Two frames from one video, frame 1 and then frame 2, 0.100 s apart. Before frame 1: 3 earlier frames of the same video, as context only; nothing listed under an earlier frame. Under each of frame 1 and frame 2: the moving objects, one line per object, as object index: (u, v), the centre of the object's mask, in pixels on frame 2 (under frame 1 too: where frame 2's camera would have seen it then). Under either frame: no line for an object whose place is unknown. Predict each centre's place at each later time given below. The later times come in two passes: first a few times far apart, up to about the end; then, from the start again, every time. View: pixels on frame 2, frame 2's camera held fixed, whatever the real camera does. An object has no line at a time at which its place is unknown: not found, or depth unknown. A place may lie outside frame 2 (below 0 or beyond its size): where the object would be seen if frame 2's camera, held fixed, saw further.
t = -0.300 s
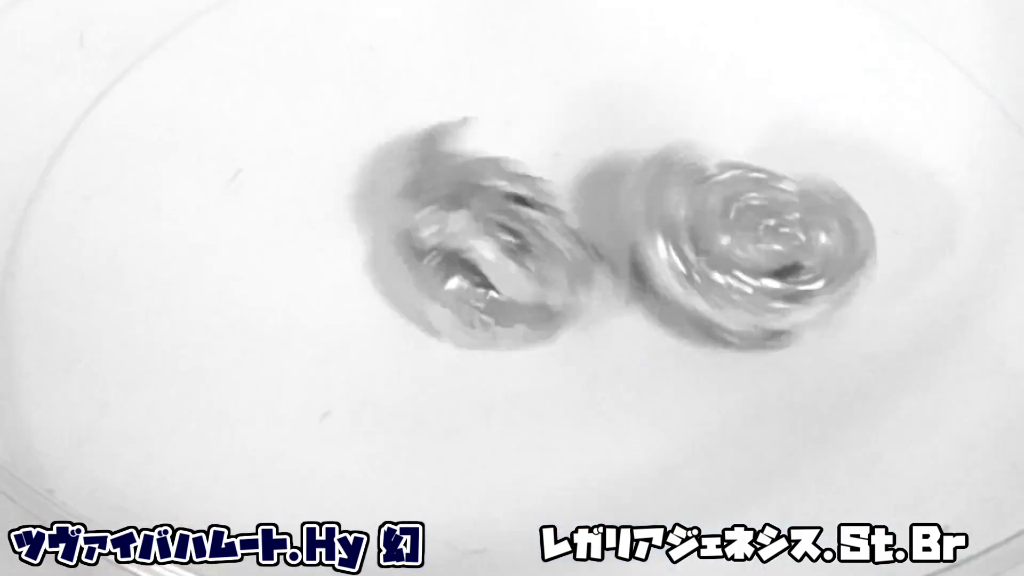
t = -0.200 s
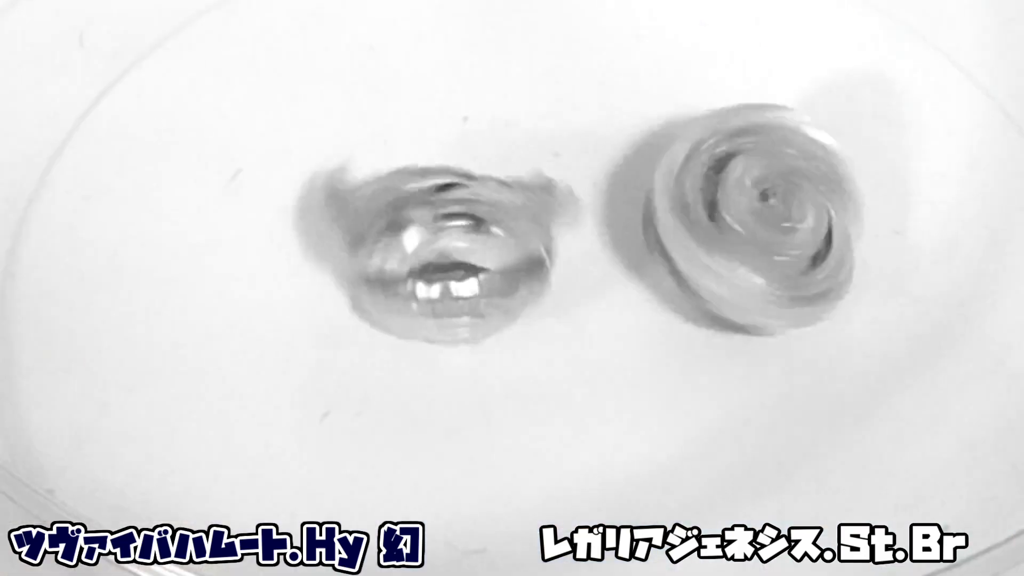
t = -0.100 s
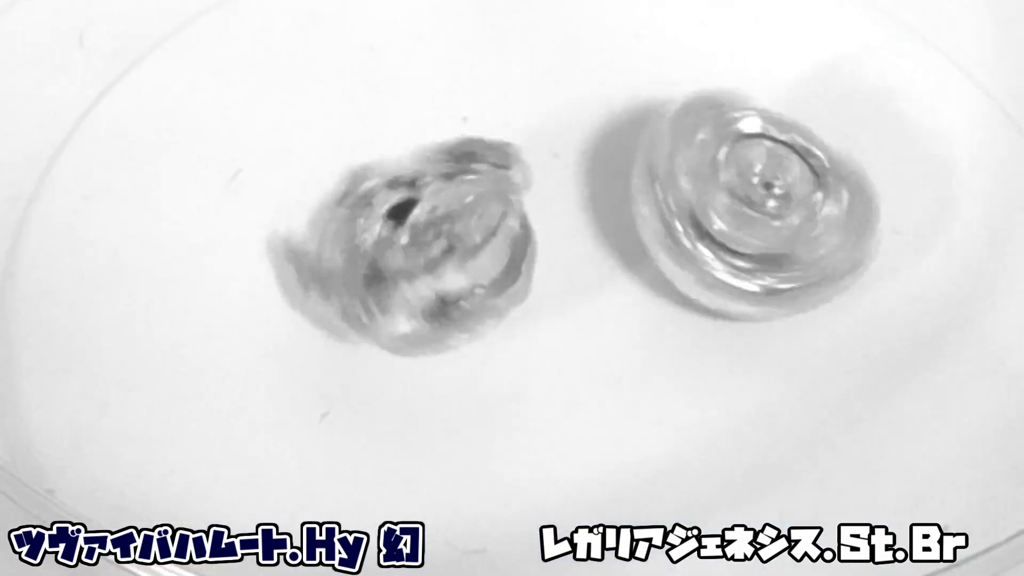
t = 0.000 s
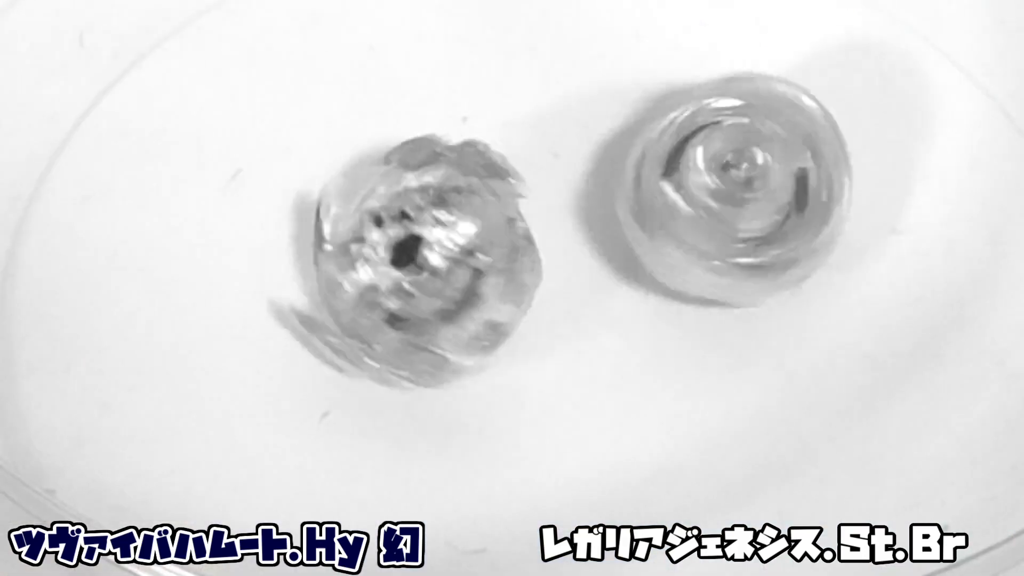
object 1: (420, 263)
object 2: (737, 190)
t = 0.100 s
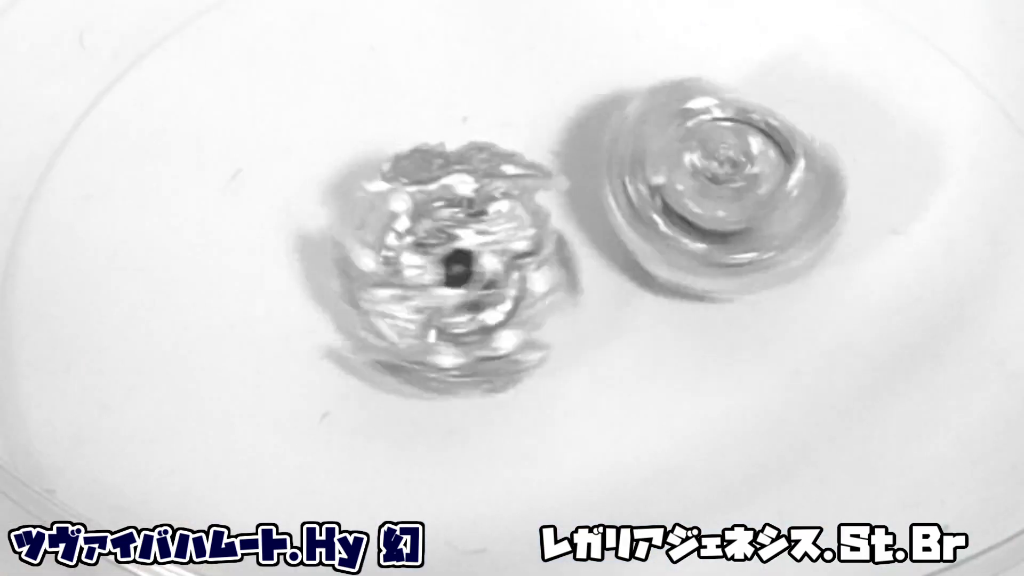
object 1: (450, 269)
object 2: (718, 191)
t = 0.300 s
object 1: (478, 260)
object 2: (690, 195)
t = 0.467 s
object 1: (420, 266)
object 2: (696, 207)
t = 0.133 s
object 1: (467, 265)
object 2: (714, 187)
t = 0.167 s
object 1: (473, 265)
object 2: (711, 186)
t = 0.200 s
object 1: (480, 262)
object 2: (712, 189)
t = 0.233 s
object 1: (482, 260)
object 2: (712, 196)
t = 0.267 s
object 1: (481, 261)
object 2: (700, 197)
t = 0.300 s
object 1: (478, 260)
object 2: (690, 195)
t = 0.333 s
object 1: (478, 260)
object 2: (688, 192)
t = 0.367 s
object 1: (470, 259)
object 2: (689, 194)
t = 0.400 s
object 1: (447, 262)
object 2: (689, 197)
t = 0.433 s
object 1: (427, 260)
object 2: (690, 202)
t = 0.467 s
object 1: (420, 266)
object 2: (696, 207)
